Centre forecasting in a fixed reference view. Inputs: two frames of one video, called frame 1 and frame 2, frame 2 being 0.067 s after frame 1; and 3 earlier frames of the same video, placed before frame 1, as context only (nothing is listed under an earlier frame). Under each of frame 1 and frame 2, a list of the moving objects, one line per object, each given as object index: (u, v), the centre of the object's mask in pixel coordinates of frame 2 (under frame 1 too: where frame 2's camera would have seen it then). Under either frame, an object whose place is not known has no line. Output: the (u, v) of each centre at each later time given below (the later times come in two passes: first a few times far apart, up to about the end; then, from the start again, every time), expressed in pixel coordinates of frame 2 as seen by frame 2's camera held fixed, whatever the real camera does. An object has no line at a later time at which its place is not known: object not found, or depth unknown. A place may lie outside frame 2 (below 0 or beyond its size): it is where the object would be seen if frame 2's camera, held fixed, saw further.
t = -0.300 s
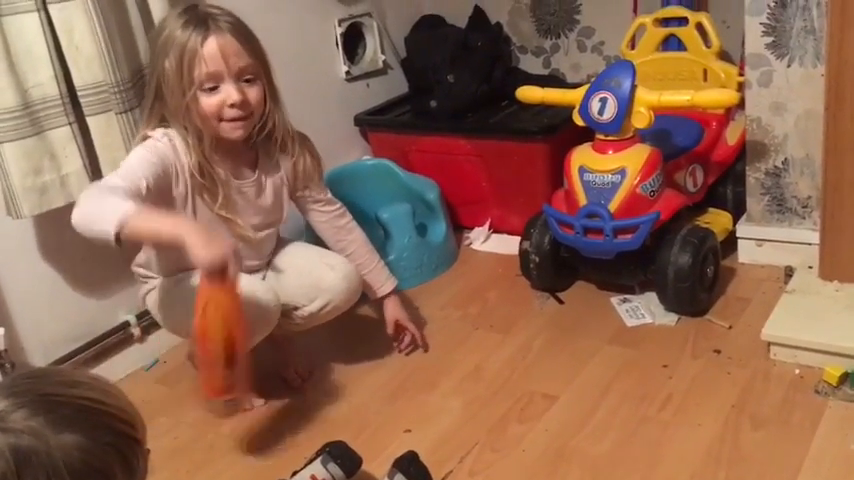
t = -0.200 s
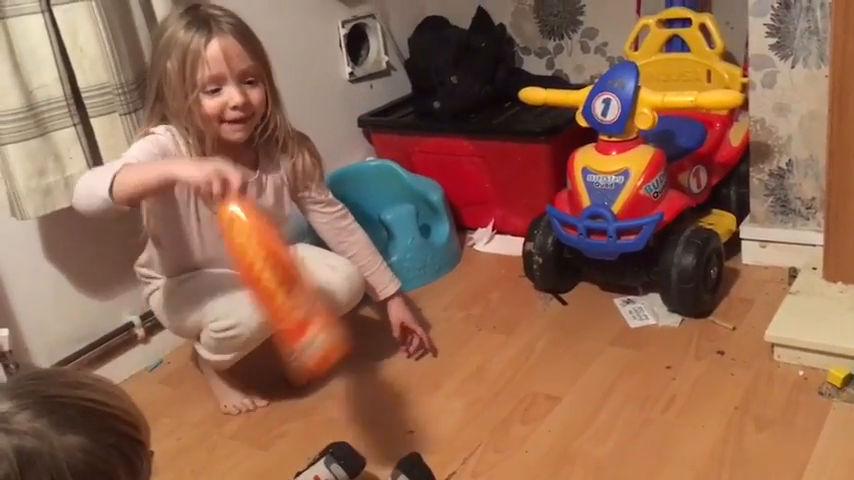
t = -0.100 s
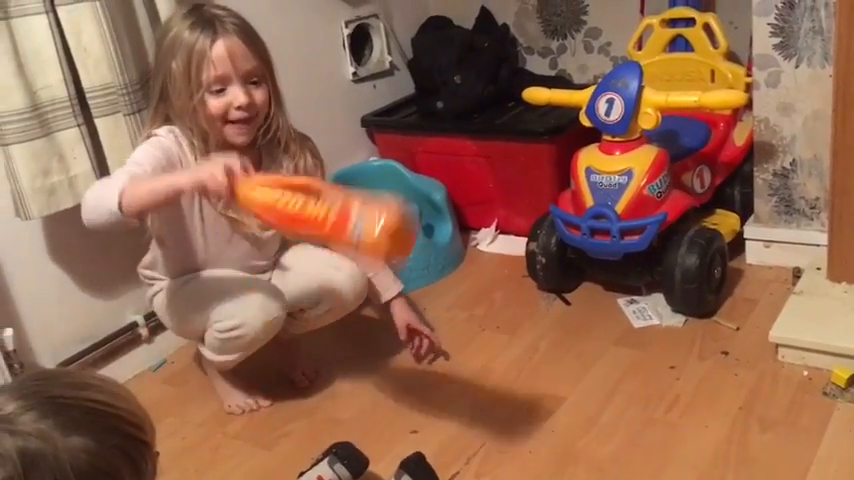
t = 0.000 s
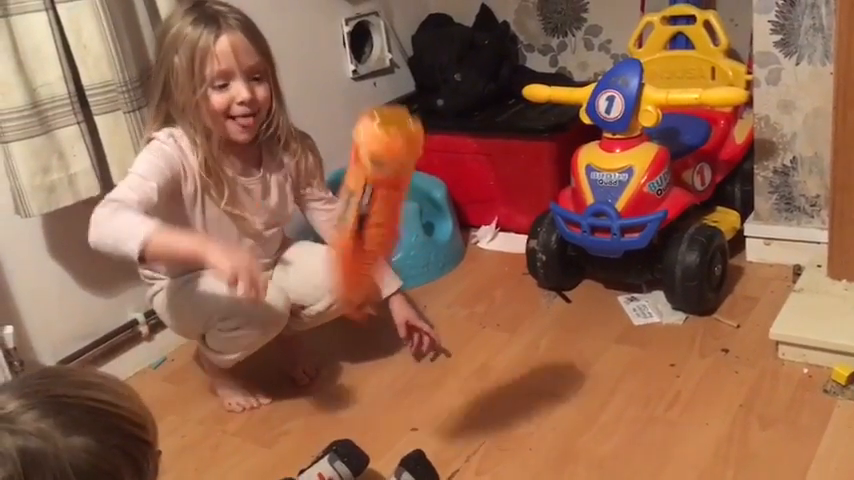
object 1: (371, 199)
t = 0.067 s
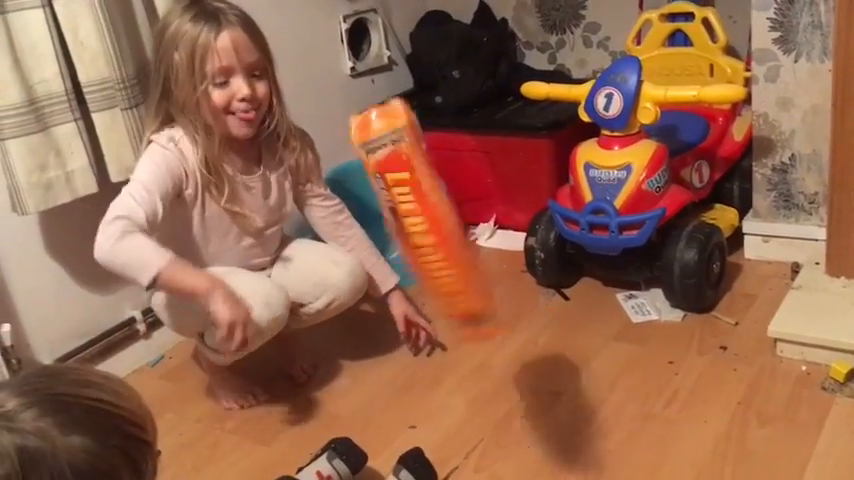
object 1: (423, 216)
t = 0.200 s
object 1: (484, 240)
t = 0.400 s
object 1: (475, 429)
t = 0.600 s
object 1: (510, 484)
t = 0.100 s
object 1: (447, 215)
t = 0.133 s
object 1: (469, 218)
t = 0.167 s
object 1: (483, 225)
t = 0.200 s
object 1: (484, 240)
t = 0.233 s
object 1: (484, 262)
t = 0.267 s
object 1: (482, 305)
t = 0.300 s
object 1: (479, 364)
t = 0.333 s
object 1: (479, 414)
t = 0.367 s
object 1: (476, 427)
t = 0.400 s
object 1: (475, 429)
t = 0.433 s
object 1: (480, 440)
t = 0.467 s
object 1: (487, 454)
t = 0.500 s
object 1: (494, 471)
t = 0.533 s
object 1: (506, 487)
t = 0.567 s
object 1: (510, 485)
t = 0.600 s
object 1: (510, 484)
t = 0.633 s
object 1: (509, 484)
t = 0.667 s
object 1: (509, 483)
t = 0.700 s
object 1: (513, 482)
